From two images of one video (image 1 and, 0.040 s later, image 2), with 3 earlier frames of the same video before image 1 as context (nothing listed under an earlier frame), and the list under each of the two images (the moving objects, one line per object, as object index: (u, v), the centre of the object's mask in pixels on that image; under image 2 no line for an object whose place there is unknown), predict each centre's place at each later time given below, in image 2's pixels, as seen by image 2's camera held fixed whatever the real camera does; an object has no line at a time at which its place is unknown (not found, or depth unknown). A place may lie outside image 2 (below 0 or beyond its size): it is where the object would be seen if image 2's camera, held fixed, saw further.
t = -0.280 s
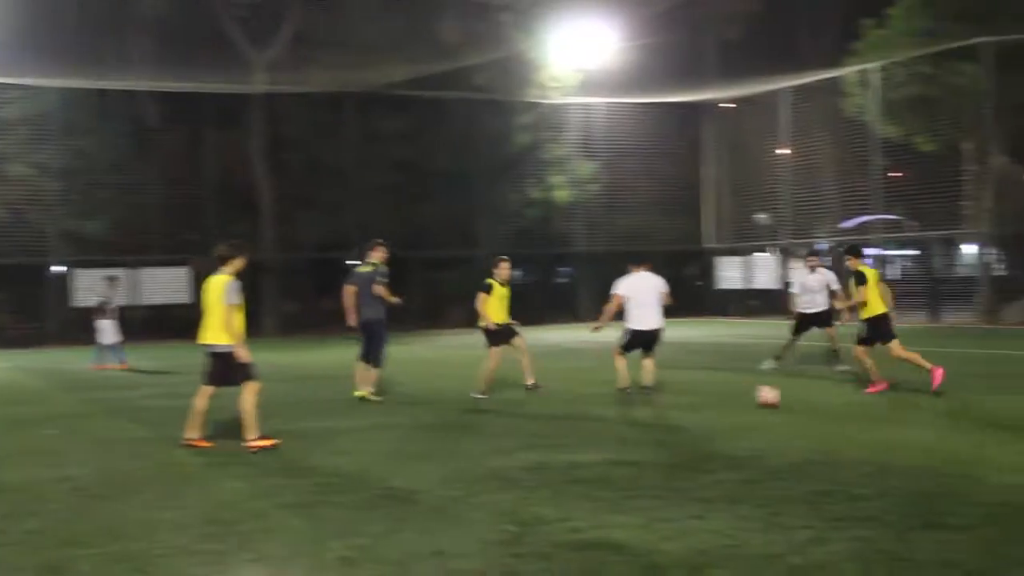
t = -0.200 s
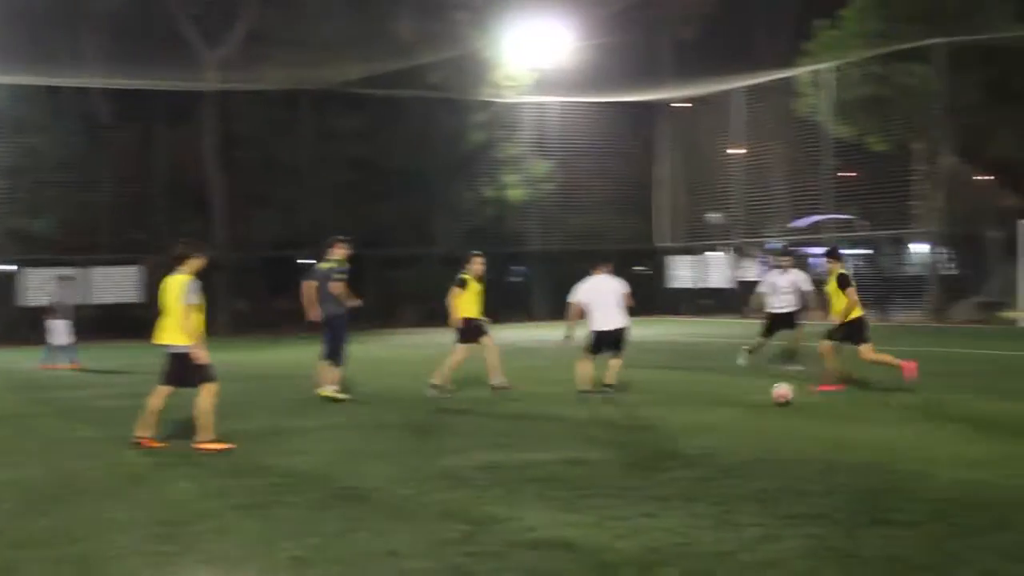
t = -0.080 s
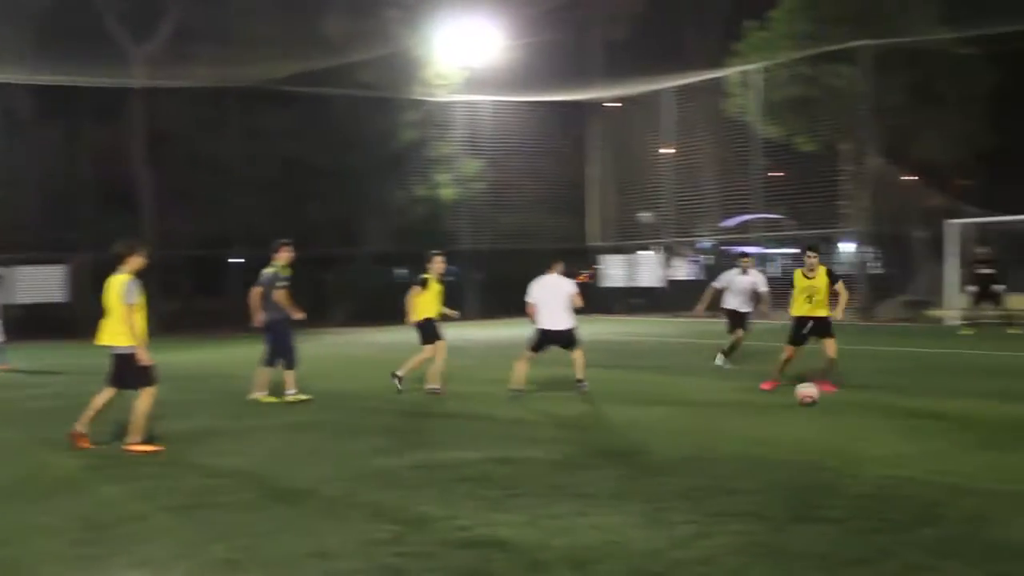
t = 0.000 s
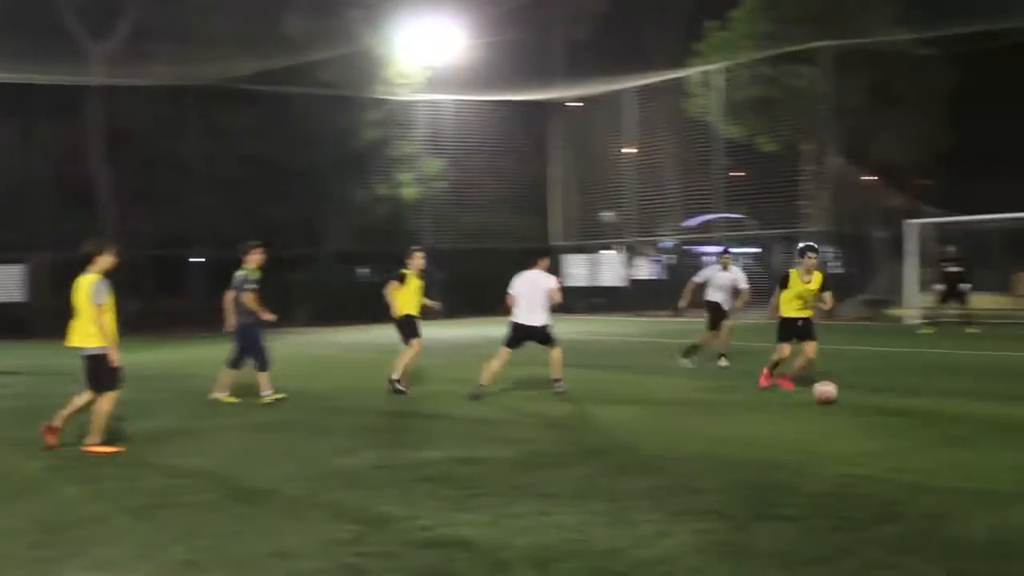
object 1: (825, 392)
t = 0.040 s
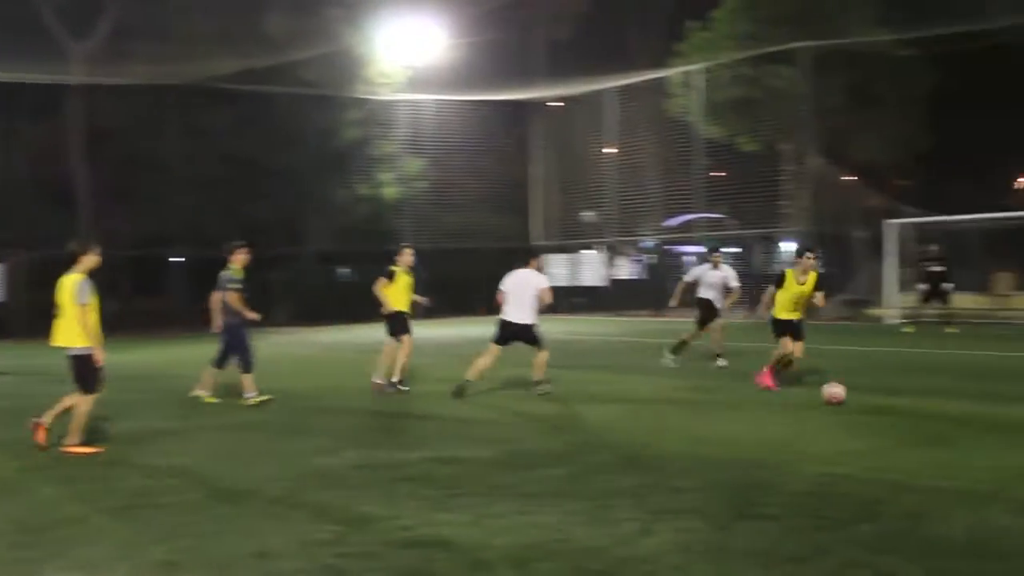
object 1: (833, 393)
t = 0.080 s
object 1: (860, 392)
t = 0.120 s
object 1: (885, 392)
